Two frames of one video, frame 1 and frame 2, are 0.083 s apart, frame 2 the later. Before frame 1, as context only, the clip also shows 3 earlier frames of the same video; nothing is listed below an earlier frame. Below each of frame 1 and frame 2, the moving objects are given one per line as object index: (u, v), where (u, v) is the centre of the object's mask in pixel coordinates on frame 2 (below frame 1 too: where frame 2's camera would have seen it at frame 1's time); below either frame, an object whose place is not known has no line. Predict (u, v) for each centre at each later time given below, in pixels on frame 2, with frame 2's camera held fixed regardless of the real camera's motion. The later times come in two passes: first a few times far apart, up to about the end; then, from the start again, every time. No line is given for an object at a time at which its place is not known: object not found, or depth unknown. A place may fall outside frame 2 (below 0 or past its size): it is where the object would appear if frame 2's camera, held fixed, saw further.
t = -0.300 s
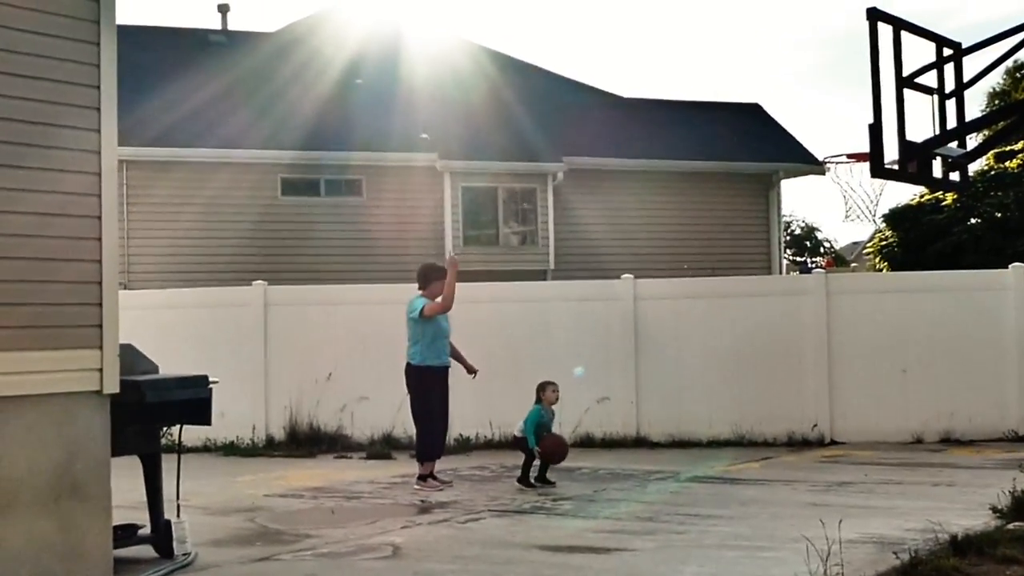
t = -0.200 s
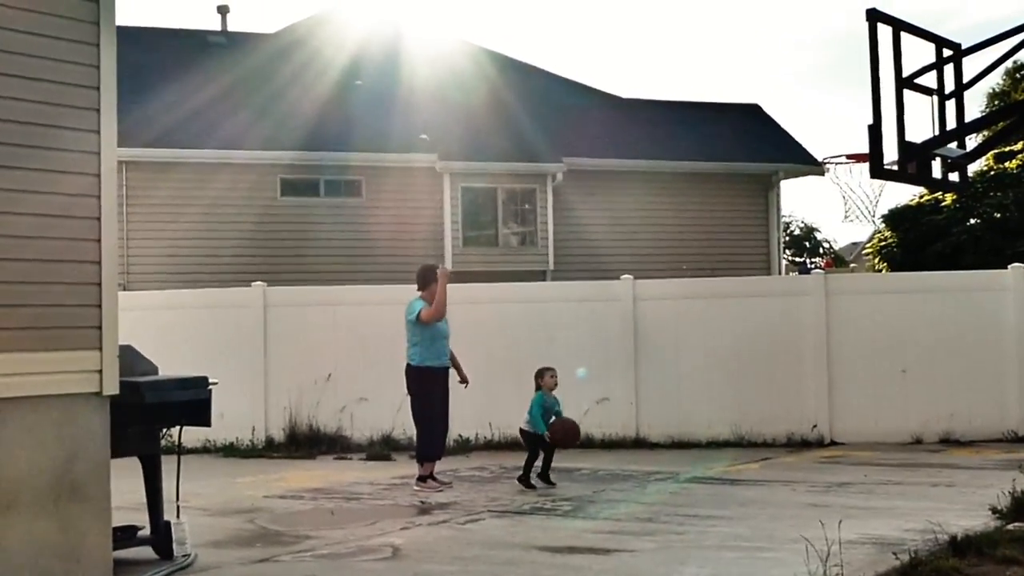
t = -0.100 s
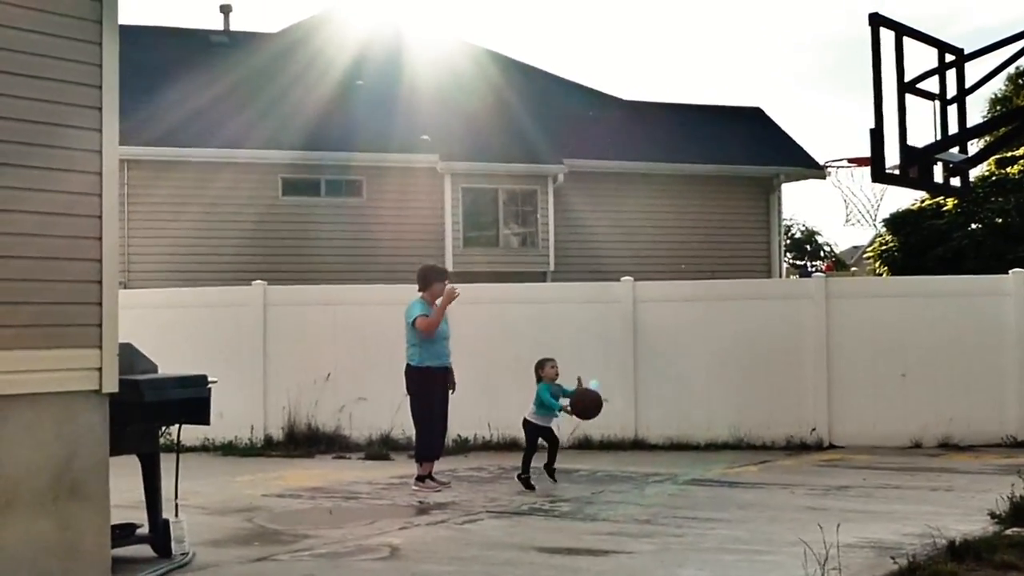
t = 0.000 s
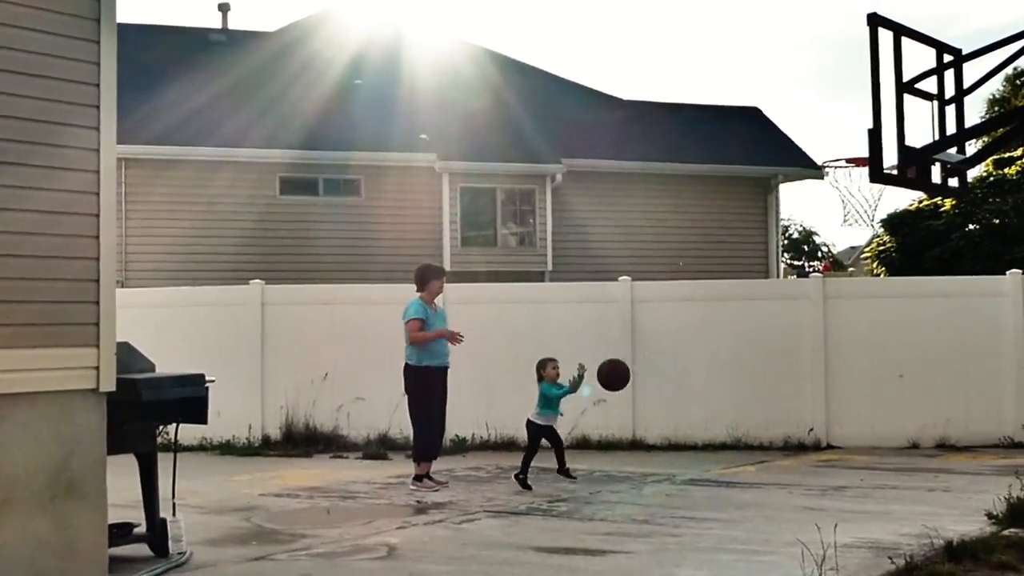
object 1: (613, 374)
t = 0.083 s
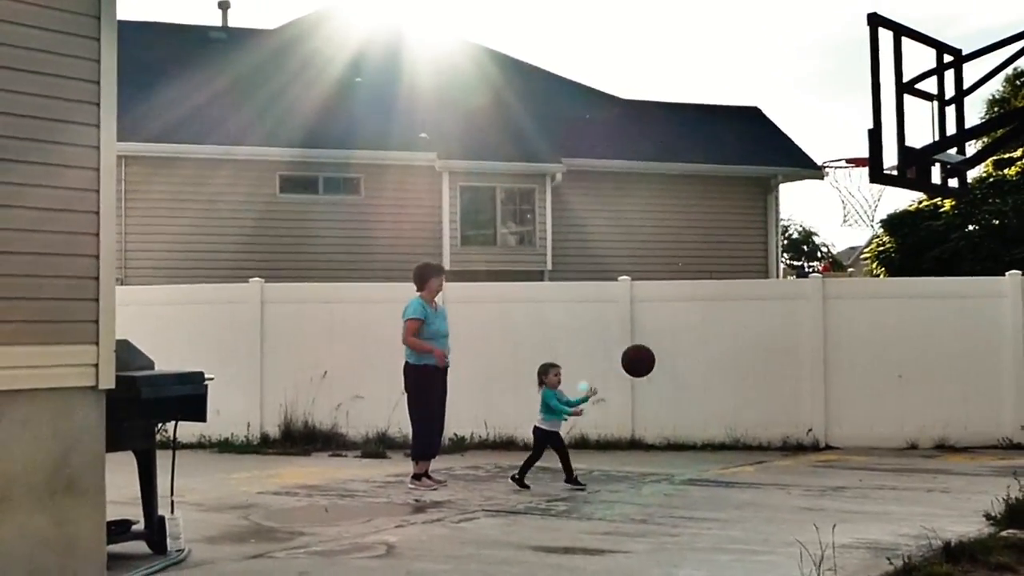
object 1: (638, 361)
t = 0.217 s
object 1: (680, 358)
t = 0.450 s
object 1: (756, 415)
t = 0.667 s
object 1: (820, 464)
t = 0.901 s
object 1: (877, 429)
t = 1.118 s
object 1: (932, 468)
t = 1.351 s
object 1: (990, 466)
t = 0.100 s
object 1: (643, 359)
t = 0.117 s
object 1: (648, 358)
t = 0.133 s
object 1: (654, 357)
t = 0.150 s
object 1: (659, 356)
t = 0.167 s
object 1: (664, 356)
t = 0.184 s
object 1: (670, 357)
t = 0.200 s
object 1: (675, 357)
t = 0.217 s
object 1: (680, 358)
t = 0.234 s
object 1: (685, 359)
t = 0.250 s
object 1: (691, 361)
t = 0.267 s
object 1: (696, 364)
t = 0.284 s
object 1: (701, 366)
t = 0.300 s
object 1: (707, 369)
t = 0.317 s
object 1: (712, 372)
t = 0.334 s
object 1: (718, 376)
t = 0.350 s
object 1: (723, 381)
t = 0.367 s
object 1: (728, 385)
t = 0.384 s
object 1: (733, 390)
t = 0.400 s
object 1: (739, 396)
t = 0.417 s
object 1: (745, 402)
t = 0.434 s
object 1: (750, 408)
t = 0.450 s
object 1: (756, 415)
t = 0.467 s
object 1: (761, 422)
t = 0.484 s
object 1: (767, 430)
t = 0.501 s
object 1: (772, 438)
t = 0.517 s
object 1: (778, 447)
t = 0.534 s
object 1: (783, 455)
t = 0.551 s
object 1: (789, 465)
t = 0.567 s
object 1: (795, 474)
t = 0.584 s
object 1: (800, 485)
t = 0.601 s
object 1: (804, 489)
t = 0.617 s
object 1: (809, 482)
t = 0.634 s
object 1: (812, 475)
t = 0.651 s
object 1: (816, 470)
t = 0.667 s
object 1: (820, 464)
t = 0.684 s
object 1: (824, 459)
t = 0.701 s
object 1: (828, 454)
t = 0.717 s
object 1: (833, 450)
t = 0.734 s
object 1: (837, 446)
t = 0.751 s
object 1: (840, 442)
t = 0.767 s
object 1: (844, 439)
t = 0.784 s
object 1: (849, 437)
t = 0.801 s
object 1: (853, 434)
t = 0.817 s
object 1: (857, 432)
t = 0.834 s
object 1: (861, 431)
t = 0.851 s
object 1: (865, 430)
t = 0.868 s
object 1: (869, 429)
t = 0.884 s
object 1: (873, 429)
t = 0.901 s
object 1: (877, 429)
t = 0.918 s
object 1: (881, 429)
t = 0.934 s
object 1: (886, 430)
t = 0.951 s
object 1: (890, 432)
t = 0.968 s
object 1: (894, 433)
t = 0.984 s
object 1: (898, 436)
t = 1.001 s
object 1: (903, 438)
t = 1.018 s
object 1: (907, 441)
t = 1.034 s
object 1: (911, 444)
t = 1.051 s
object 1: (915, 448)
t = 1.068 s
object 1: (919, 453)
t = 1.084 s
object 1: (924, 458)
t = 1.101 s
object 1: (928, 463)
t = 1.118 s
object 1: (932, 468)
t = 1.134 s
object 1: (937, 475)
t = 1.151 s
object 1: (941, 481)
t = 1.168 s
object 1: (945, 488)
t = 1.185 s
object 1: (949, 495)
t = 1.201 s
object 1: (953, 493)
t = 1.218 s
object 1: (957, 489)
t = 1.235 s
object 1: (961, 485)
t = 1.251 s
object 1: (966, 480)
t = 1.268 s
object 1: (970, 477)
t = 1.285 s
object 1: (974, 474)
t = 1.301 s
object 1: (978, 472)
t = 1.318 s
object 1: (982, 469)
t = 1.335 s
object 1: (986, 468)
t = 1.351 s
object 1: (990, 466)
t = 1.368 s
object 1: (995, 465)
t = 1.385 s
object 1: (999, 465)
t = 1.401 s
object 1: (1003, 464)
